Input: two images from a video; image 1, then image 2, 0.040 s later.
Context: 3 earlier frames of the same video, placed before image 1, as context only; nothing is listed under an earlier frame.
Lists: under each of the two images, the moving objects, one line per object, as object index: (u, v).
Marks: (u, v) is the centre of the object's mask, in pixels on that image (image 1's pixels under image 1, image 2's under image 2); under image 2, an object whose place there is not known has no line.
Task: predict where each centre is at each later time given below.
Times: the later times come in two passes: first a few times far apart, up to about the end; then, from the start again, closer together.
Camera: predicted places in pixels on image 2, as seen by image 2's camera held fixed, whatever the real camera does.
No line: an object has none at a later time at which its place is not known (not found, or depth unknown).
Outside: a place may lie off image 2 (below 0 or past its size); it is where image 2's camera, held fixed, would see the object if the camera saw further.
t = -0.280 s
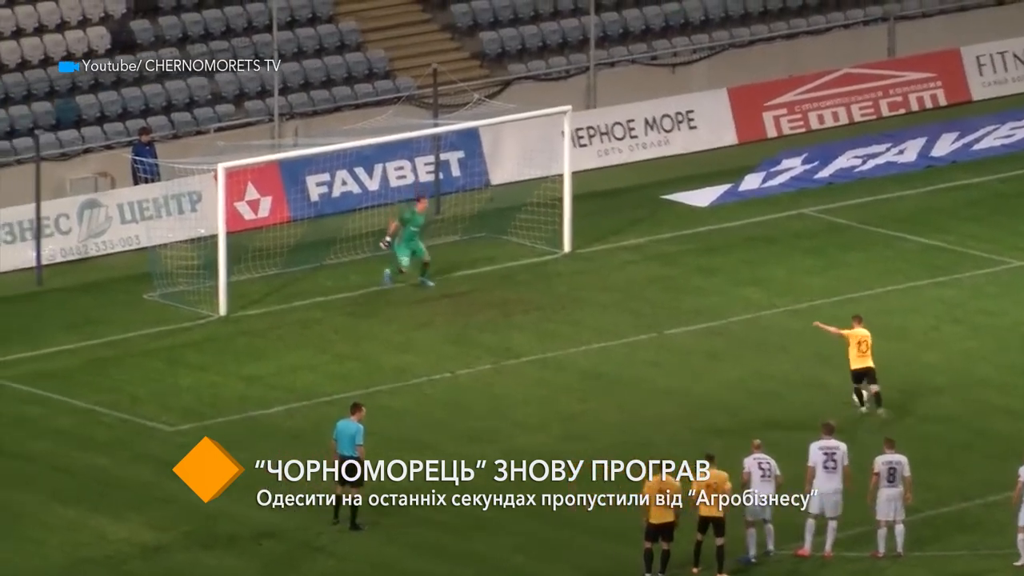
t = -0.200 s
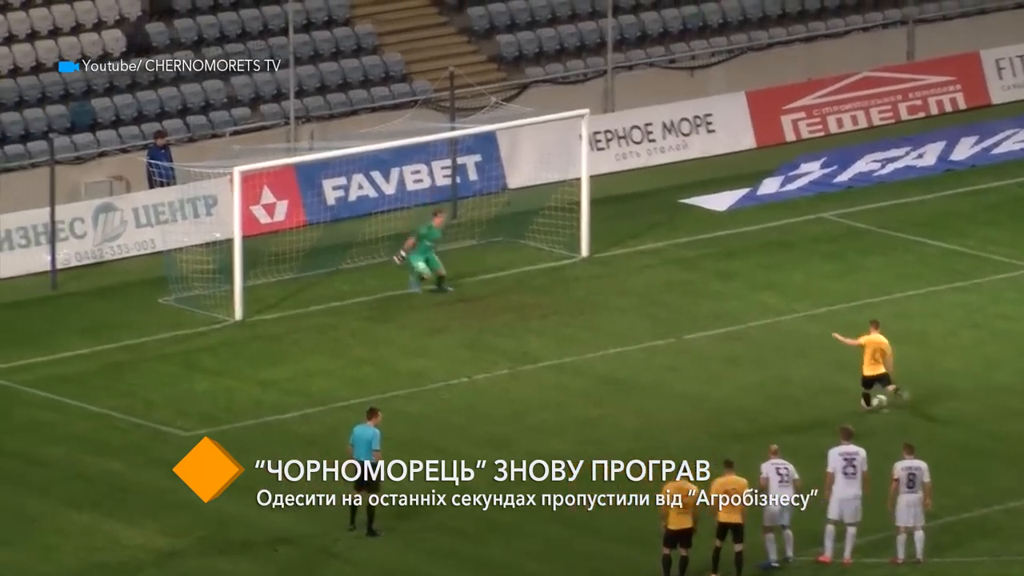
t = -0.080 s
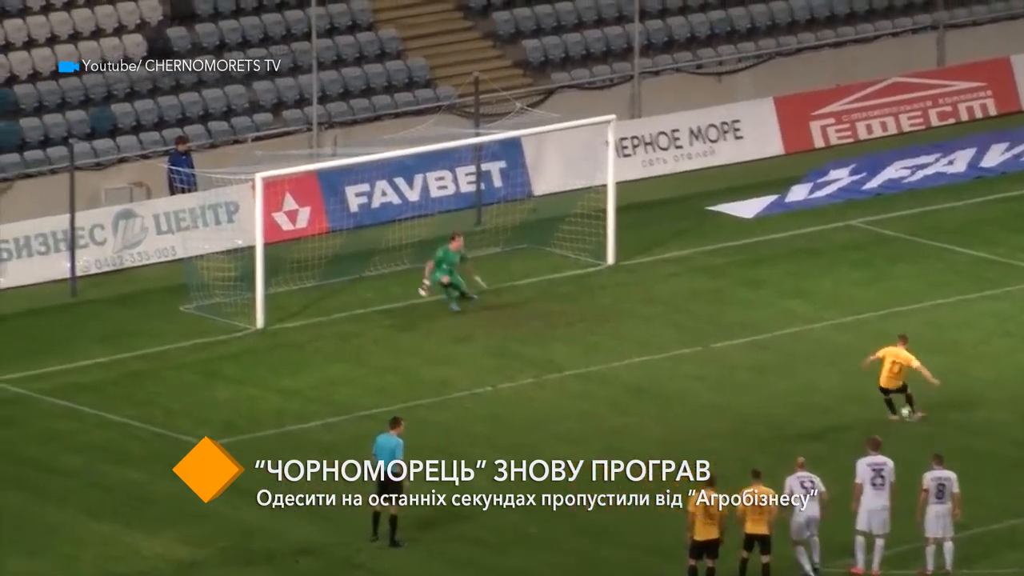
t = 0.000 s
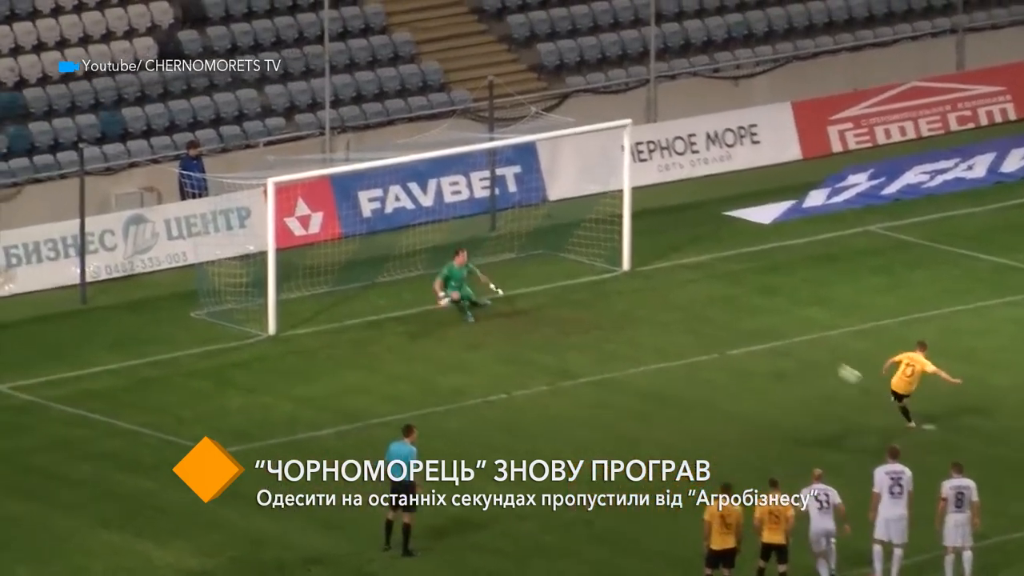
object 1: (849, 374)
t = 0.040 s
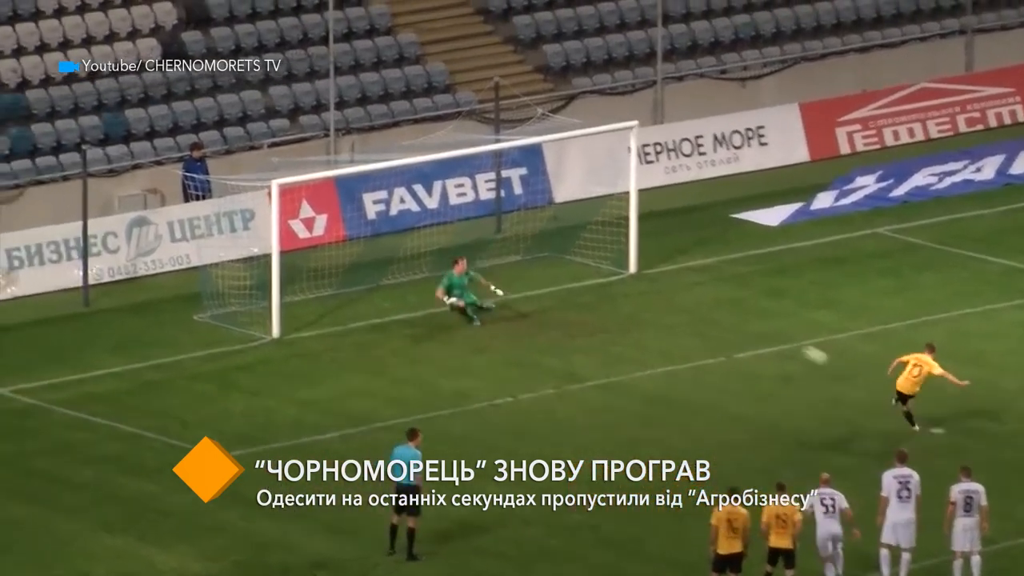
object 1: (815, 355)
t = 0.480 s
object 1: (382, 216)
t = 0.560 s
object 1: (388, 229)
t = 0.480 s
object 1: (382, 216)
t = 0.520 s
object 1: (381, 224)
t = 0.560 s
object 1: (388, 229)
